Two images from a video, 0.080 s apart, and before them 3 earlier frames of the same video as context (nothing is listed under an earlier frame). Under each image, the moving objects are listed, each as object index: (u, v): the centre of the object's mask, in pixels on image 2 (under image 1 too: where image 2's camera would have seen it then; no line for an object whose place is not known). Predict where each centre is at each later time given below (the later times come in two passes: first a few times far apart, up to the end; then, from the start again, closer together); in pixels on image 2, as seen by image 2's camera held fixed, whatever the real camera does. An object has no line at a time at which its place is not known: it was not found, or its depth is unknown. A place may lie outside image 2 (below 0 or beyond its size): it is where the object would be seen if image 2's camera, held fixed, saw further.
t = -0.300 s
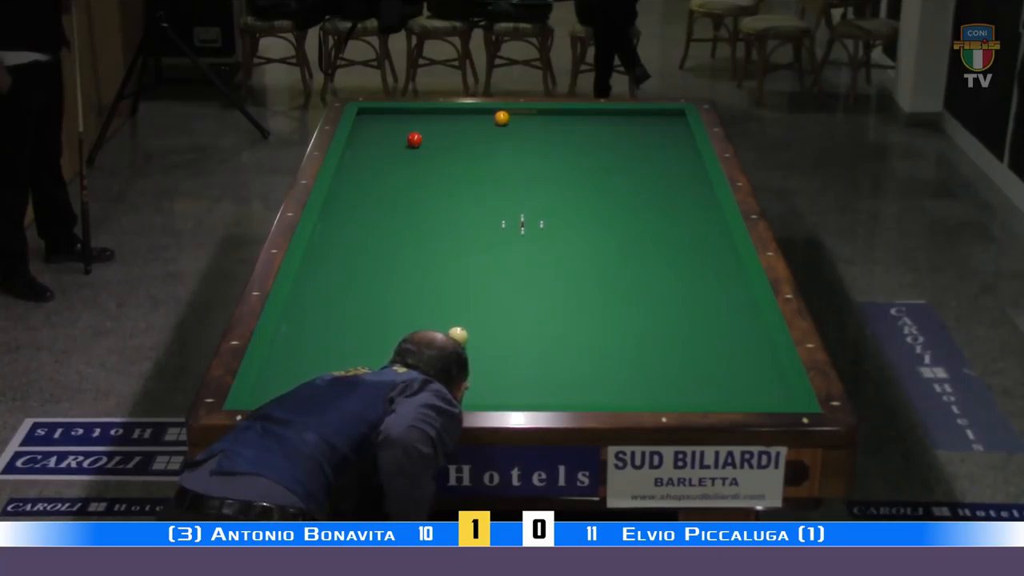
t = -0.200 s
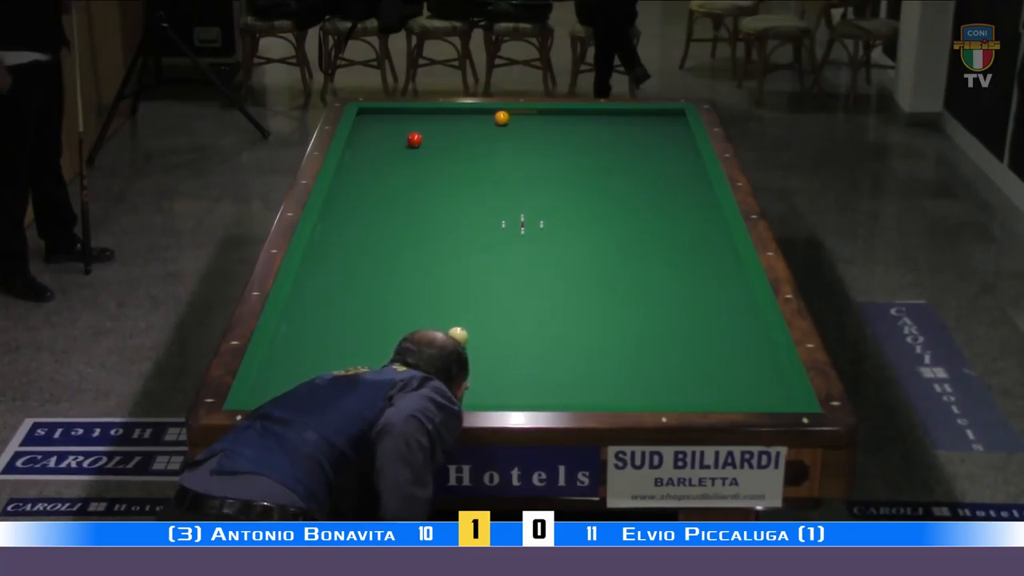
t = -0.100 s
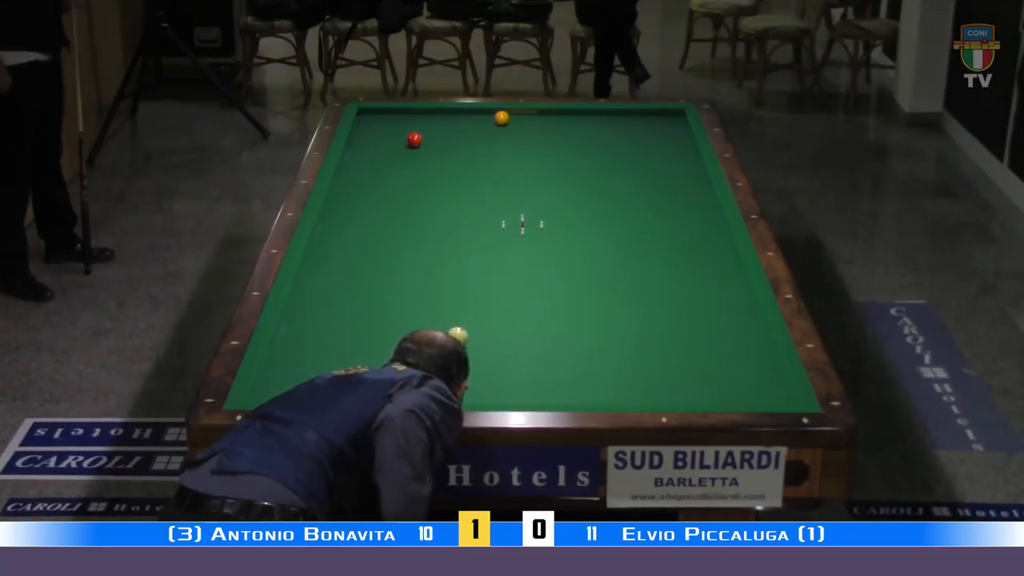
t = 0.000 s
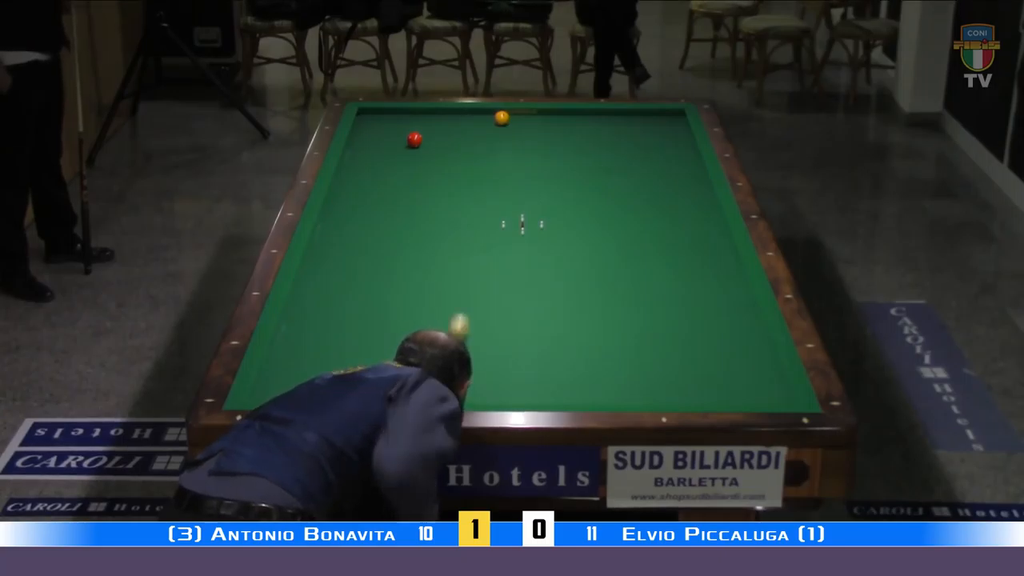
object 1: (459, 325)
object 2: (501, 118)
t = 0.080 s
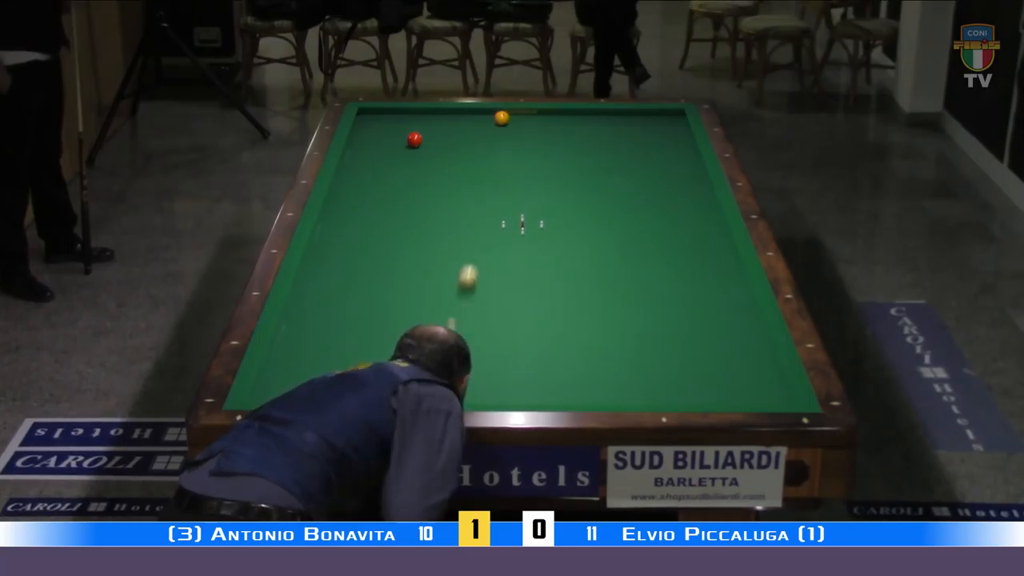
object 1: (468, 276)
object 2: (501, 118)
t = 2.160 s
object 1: (444, 114)
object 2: (663, 332)
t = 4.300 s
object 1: (578, 122)
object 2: (614, 134)
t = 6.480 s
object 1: (683, 149)
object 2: (602, 130)
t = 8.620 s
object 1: (668, 169)
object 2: (598, 133)
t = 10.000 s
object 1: (658, 174)
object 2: (598, 133)
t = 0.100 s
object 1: (470, 265)
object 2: (501, 118)
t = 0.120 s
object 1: (472, 254)
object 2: (501, 118)
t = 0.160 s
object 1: (476, 235)
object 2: (501, 118)
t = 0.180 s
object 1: (477, 225)
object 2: (501, 118)
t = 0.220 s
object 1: (481, 207)
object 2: (501, 118)
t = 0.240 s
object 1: (482, 198)
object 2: (501, 118)
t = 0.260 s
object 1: (484, 190)
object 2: (501, 118)
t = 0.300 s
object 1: (486, 175)
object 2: (501, 118)
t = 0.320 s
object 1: (488, 168)
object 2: (501, 118)
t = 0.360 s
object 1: (490, 155)
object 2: (501, 118)
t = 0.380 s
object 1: (491, 148)
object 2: (501, 118)
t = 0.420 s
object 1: (493, 136)
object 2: (501, 118)
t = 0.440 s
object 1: (494, 130)
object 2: (502, 117)
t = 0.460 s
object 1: (495, 124)
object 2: (503, 117)
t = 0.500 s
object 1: (489, 121)
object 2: (509, 111)
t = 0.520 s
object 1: (484, 120)
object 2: (513, 112)
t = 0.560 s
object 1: (475, 119)
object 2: (517, 118)
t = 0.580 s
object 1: (471, 118)
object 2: (519, 122)
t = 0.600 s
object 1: (466, 117)
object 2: (522, 125)
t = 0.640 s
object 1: (458, 117)
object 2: (526, 132)
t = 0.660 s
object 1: (454, 116)
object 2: (528, 136)
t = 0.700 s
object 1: (446, 115)
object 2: (532, 143)
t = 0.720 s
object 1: (443, 115)
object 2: (534, 147)
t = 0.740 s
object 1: (439, 114)
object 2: (537, 151)
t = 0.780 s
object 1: (432, 114)
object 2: (541, 158)
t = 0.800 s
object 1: (429, 114)
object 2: (543, 162)
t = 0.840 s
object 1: (422, 113)
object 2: (548, 169)
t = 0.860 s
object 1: (419, 113)
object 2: (550, 173)
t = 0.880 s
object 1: (416, 113)
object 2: (552, 177)
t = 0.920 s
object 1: (409, 112)
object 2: (557, 184)
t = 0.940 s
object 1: (406, 112)
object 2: (559, 188)
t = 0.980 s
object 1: (399, 111)
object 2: (563, 195)
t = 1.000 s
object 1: (396, 111)
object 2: (565, 199)
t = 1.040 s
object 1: (389, 110)
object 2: (570, 206)
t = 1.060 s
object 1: (387, 110)
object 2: (572, 210)
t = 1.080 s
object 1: (383, 110)
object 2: (574, 214)
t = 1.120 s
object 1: (377, 110)
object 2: (578, 221)
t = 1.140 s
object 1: (374, 110)
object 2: (581, 225)
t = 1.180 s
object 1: (368, 111)
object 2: (585, 233)
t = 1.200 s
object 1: (365, 111)
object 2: (588, 238)
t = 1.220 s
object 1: (365, 111)
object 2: (590, 242)
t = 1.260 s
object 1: (369, 111)
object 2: (595, 250)
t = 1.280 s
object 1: (371, 111)
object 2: (598, 255)
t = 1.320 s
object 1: (375, 111)
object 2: (603, 264)
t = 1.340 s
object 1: (376, 111)
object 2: (605, 268)
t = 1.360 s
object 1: (378, 112)
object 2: (608, 273)
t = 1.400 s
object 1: (381, 112)
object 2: (613, 282)
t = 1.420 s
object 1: (383, 112)
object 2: (616, 287)
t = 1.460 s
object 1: (386, 112)
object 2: (622, 296)
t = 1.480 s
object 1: (387, 112)
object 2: (625, 302)
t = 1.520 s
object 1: (391, 112)
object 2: (631, 312)
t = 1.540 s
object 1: (392, 112)
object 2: (634, 318)
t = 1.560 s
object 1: (394, 112)
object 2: (637, 323)
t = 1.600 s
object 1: (397, 112)
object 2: (644, 334)
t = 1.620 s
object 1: (399, 112)
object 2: (647, 340)
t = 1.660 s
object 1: (402, 113)
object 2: (654, 351)
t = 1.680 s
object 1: (403, 113)
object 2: (657, 358)
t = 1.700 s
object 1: (405, 113)
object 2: (661, 364)
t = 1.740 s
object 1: (408, 113)
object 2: (668, 376)
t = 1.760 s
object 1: (410, 113)
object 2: (672, 383)
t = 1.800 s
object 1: (413, 113)
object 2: (679, 394)
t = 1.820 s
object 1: (414, 113)
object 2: (683, 398)
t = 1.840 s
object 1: (416, 114)
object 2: (683, 397)
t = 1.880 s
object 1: (419, 114)
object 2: (680, 390)
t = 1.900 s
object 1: (420, 114)
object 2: (679, 385)
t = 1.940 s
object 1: (423, 114)
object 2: (676, 374)
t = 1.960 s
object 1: (425, 114)
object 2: (674, 370)
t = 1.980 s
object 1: (426, 114)
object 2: (673, 366)
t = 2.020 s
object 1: (429, 114)
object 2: (670, 357)
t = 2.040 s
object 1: (431, 114)
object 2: (669, 353)
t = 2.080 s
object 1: (435, 114)
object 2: (667, 346)
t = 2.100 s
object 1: (437, 114)
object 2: (666, 342)
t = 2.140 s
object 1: (441, 114)
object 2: (664, 336)
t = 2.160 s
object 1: (444, 114)
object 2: (663, 332)
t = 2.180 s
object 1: (446, 114)
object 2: (662, 329)
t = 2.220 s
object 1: (439, 116)
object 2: (661, 323)
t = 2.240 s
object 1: (441, 116)
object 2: (660, 321)
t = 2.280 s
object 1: (454, 113)
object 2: (659, 316)
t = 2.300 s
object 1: (455, 113)
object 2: (659, 313)
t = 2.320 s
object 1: (456, 114)
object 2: (658, 310)
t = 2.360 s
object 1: (457, 114)
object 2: (656, 306)
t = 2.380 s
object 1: (458, 115)
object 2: (656, 303)
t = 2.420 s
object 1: (459, 115)
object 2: (654, 298)
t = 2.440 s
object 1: (460, 115)
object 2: (654, 295)
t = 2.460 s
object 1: (462, 116)
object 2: (653, 293)
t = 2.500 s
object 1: (465, 116)
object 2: (652, 288)
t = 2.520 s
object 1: (466, 116)
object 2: (651, 285)
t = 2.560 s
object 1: (469, 116)
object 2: (650, 281)
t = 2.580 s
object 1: (470, 116)
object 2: (650, 278)
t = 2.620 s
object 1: (473, 116)
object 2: (649, 274)
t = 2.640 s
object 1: (474, 117)
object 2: (648, 272)
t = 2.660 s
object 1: (476, 116)
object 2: (648, 269)
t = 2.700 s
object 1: (478, 117)
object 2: (646, 265)
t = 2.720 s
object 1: (480, 117)
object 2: (646, 263)
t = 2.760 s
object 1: (483, 117)
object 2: (645, 259)
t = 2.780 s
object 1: (484, 117)
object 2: (644, 256)
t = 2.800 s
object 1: (485, 117)
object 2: (644, 254)
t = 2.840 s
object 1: (488, 117)
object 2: (643, 250)
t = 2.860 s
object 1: (490, 117)
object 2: (642, 248)
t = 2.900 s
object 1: (492, 117)
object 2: (642, 244)
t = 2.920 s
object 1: (494, 117)
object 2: (641, 242)
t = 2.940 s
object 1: (495, 118)
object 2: (641, 240)
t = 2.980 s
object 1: (498, 118)
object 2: (639, 236)
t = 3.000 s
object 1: (499, 118)
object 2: (639, 234)
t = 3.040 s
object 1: (502, 118)
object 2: (638, 230)
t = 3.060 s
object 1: (503, 118)
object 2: (637, 228)
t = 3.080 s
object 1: (504, 118)
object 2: (637, 227)
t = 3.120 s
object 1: (507, 118)
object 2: (636, 223)
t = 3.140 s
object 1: (508, 118)
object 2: (636, 221)
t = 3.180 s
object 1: (511, 119)
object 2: (634, 217)
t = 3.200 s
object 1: (512, 119)
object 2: (634, 215)
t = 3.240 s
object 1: (515, 119)
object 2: (633, 212)
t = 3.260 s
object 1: (516, 119)
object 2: (632, 210)
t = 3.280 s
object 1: (517, 119)
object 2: (632, 208)
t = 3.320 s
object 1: (520, 119)
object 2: (631, 205)
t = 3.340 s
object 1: (521, 119)
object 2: (631, 203)
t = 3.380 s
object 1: (524, 119)
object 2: (630, 200)
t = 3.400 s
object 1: (525, 119)
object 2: (629, 198)
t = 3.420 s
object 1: (526, 119)
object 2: (629, 196)
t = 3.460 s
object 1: (529, 119)
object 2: (628, 193)
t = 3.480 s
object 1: (530, 120)
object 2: (628, 192)
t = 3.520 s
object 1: (532, 120)
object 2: (627, 188)
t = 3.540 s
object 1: (534, 120)
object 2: (627, 187)
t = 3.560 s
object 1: (535, 120)
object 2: (626, 185)
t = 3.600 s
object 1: (537, 120)
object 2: (626, 182)
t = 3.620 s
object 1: (538, 120)
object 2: (625, 181)
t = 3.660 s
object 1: (541, 120)
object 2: (625, 177)
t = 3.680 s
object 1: (542, 120)
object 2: (624, 176)
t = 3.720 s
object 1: (545, 120)
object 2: (623, 173)
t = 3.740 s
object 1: (546, 120)
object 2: (623, 172)
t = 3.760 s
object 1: (547, 120)
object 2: (623, 170)
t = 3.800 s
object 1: (549, 121)
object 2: (622, 167)
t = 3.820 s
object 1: (551, 120)
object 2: (622, 166)
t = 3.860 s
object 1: (553, 121)
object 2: (621, 163)
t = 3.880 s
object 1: (554, 121)
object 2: (621, 162)
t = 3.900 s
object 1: (555, 121)
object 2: (620, 160)
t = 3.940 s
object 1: (558, 121)
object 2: (620, 157)
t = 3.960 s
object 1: (559, 121)
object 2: (619, 156)
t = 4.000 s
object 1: (561, 121)
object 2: (619, 154)
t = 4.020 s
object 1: (562, 121)
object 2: (619, 152)
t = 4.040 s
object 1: (563, 121)
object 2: (618, 151)
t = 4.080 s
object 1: (565, 121)
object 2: (618, 148)
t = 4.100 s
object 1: (567, 121)
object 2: (617, 147)
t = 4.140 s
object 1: (569, 122)
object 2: (617, 145)
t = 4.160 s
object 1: (570, 122)
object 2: (616, 143)
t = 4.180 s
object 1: (571, 122)
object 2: (616, 142)
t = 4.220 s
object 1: (573, 122)
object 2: (615, 139)
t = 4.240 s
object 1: (575, 122)
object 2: (615, 138)
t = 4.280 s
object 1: (577, 122)
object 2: (614, 136)
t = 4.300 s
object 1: (578, 122)
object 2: (614, 134)
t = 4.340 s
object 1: (580, 122)
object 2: (613, 132)
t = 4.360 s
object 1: (581, 122)
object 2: (613, 131)
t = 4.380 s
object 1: (582, 122)
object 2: (613, 129)
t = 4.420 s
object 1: (584, 122)
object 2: (612, 127)
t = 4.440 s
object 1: (585, 123)
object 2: (612, 126)
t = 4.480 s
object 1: (587, 123)
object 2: (611, 124)
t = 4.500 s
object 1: (589, 123)
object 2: (611, 123)
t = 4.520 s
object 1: (590, 123)
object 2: (611, 122)
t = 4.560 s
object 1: (592, 123)
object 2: (610, 119)
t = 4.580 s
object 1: (592, 123)
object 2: (610, 118)
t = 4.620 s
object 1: (594, 123)
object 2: (609, 116)
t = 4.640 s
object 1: (595, 123)
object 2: (609, 115)
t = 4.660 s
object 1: (596, 123)
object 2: (609, 114)
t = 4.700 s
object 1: (599, 123)
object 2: (608, 111)
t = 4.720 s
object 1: (600, 123)
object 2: (608, 111)
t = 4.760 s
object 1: (601, 124)
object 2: (608, 112)
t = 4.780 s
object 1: (602, 124)
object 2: (609, 113)
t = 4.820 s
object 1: (605, 124)
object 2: (609, 113)
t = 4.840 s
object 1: (606, 124)
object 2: (609, 114)
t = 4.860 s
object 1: (607, 124)
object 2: (609, 114)
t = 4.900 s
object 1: (609, 124)
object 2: (609, 114)
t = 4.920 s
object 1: (610, 124)
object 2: (608, 115)
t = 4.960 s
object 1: (612, 124)
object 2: (608, 115)
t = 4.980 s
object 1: (613, 124)
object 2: (607, 116)
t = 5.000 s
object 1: (614, 125)
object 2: (607, 117)
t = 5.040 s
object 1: (616, 126)
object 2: (607, 118)
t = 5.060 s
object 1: (617, 126)
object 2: (607, 119)
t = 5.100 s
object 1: (619, 127)
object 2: (607, 120)
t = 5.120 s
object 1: (620, 127)
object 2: (608, 120)
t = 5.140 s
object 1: (621, 128)
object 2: (607, 121)
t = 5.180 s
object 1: (623, 128)
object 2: (607, 121)
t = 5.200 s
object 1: (624, 129)
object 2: (607, 121)
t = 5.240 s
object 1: (626, 129)
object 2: (607, 122)
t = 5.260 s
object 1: (627, 130)
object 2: (607, 122)
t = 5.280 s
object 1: (628, 130)
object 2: (607, 122)
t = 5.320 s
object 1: (630, 131)
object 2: (607, 122)
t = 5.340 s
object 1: (631, 131)
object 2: (606, 123)
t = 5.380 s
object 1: (633, 132)
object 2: (606, 123)
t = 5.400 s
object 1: (634, 132)
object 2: (606, 123)
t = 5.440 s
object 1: (636, 133)
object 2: (606, 123)
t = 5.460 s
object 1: (636, 133)
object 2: (606, 123)
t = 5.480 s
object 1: (638, 133)
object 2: (606, 123)
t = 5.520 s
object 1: (640, 134)
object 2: (606, 124)
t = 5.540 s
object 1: (641, 134)
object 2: (605, 124)
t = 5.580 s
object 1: (642, 135)
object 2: (605, 124)
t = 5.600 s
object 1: (643, 135)
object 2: (605, 124)
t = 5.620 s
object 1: (644, 136)
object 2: (605, 124)
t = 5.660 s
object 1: (646, 136)
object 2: (605, 125)
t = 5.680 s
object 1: (647, 137)
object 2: (605, 125)
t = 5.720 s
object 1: (649, 137)
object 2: (605, 125)
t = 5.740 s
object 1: (650, 138)
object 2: (605, 125)
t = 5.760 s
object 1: (651, 138)
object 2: (605, 125)
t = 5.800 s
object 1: (653, 139)
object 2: (604, 126)
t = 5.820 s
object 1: (654, 139)
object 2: (604, 126)
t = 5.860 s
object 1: (655, 140)
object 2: (604, 126)
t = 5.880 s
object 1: (657, 140)
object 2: (604, 126)
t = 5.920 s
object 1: (658, 141)
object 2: (604, 127)
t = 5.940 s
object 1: (659, 141)
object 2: (604, 127)
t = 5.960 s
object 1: (660, 141)
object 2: (604, 127)
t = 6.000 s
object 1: (662, 142)
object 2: (603, 127)
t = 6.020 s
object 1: (663, 142)
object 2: (603, 127)
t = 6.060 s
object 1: (665, 143)
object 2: (603, 128)
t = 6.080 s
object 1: (666, 143)
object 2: (603, 128)
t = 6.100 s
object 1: (667, 143)
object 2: (603, 128)
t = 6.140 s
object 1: (669, 144)
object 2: (603, 128)
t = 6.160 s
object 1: (669, 144)
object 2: (603, 128)
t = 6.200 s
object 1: (671, 145)
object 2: (602, 128)
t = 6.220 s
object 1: (672, 145)
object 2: (602, 128)
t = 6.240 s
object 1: (673, 146)
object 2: (602, 128)
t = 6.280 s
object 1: (675, 146)
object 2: (602, 129)
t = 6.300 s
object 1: (676, 146)
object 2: (602, 129)
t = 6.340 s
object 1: (677, 147)
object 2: (602, 129)
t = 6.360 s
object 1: (678, 147)
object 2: (602, 129)
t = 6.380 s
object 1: (679, 148)
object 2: (602, 129)
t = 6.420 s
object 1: (681, 148)
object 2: (602, 129)
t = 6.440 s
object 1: (682, 149)
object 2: (602, 129)
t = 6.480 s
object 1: (683, 149)
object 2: (602, 130)
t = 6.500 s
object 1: (684, 149)
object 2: (602, 130)
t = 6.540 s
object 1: (686, 150)
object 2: (601, 130)
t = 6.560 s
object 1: (687, 150)
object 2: (601, 130)
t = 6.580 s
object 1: (688, 151)
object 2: (601, 130)
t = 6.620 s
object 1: (690, 151)
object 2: (601, 130)
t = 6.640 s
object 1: (691, 152)
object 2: (601, 130)
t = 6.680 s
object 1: (692, 152)
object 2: (601, 130)
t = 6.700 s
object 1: (692, 152)
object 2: (601, 130)
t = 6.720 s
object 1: (692, 153)
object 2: (601, 131)
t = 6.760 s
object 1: (692, 153)
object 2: (601, 131)
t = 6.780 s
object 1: (691, 153)
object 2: (601, 131)
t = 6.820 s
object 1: (691, 154)
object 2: (600, 131)
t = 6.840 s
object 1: (691, 154)
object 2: (600, 131)
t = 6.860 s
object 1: (690, 154)
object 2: (600, 131)
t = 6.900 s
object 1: (690, 155)
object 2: (600, 131)
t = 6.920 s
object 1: (690, 155)
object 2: (600, 131)
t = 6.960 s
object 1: (689, 155)
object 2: (600, 132)
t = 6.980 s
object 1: (689, 156)
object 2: (600, 132)
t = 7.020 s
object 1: (688, 156)
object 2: (600, 132)
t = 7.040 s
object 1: (688, 156)
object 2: (600, 132)
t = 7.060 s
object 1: (687, 156)
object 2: (600, 132)
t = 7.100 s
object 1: (687, 157)
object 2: (600, 132)
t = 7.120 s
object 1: (686, 157)
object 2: (599, 132)
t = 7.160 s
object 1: (686, 157)
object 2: (599, 132)
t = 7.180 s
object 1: (685, 157)
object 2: (599, 132)
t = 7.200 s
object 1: (685, 158)
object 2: (599, 132)
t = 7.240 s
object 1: (684, 158)
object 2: (599, 132)
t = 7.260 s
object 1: (684, 158)
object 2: (599, 132)
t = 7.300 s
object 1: (683, 159)
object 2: (599, 132)
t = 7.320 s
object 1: (683, 159)
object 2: (599, 132)
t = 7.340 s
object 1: (683, 159)
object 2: (599, 132)
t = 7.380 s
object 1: (682, 159)
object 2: (599, 133)
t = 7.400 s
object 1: (682, 159)
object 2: (599, 133)
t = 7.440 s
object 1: (682, 160)
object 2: (599, 133)
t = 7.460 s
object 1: (681, 160)
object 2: (599, 133)
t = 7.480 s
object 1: (681, 160)
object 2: (599, 133)
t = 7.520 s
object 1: (681, 161)
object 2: (599, 133)
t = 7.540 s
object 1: (681, 161)
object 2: (599, 133)
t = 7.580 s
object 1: (680, 161)
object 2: (598, 133)
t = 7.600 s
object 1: (680, 161)
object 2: (599, 133)
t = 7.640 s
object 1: (680, 162)
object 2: (599, 133)
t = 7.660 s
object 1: (679, 162)
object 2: (599, 133)
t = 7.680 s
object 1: (679, 162)
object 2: (599, 133)
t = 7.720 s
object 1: (678, 162)
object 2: (599, 133)
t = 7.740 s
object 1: (678, 163)
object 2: (599, 133)
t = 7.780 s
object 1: (677, 163)
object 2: (598, 133)
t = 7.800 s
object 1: (677, 163)
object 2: (598, 133)
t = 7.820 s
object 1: (677, 163)
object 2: (598, 133)
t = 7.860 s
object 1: (676, 164)
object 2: (598, 133)
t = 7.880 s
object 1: (676, 164)
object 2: (598, 133)
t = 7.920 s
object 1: (676, 164)
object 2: (598, 133)
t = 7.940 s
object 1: (675, 164)
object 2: (598, 133)
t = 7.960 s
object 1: (675, 165)
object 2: (598, 133)
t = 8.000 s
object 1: (675, 165)
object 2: (598, 133)
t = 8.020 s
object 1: (674, 165)
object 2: (598, 133)
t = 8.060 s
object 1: (674, 166)
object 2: (598, 133)
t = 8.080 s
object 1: (674, 166)
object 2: (598, 133)
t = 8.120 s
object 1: (673, 166)
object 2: (598, 133)
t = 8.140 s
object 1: (673, 166)
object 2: (598, 133)
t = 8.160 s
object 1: (672, 166)
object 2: (598, 133)
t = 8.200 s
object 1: (672, 166)
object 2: (598, 133)
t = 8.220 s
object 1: (672, 166)
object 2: (598, 133)
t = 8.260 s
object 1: (671, 167)
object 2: (598, 133)
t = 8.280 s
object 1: (671, 167)
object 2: (598, 133)
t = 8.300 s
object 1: (671, 167)
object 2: (598, 133)
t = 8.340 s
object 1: (670, 167)
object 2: (598, 133)
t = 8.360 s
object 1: (670, 167)
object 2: (598, 133)
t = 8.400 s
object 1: (670, 167)
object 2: (598, 133)
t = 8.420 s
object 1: (669, 168)
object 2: (598, 133)
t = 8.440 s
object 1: (669, 168)
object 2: (598, 133)
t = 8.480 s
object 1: (669, 168)
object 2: (598, 133)
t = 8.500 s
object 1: (669, 168)
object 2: (598, 133)
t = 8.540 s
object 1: (668, 168)
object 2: (598, 133)
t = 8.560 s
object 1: (668, 169)
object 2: (598, 133)
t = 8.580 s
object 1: (668, 169)
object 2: (598, 133)
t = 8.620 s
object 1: (668, 169)
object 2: (598, 133)
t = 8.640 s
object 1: (667, 169)
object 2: (598, 133)
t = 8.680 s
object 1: (667, 169)
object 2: (598, 133)
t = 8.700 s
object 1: (667, 169)
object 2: (598, 133)
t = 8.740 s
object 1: (666, 170)
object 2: (598, 133)
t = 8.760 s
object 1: (666, 170)
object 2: (598, 133)
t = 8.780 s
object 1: (666, 170)
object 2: (598, 133)
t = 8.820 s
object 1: (666, 170)
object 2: (598, 133)
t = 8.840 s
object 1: (665, 170)
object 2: (598, 133)
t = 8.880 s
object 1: (665, 170)
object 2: (598, 133)
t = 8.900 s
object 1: (665, 170)
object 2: (598, 133)
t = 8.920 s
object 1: (665, 171)
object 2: (598, 133)
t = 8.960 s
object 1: (664, 171)
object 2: (598, 133)
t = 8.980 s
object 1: (664, 171)
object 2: (598, 133)
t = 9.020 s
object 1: (664, 171)
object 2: (598, 133)
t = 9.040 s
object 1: (664, 171)
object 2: (598, 133)
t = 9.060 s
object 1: (664, 171)
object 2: (598, 133)
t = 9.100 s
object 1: (663, 171)
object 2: (598, 133)
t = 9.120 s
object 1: (663, 171)
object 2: (598, 133)
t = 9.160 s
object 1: (663, 172)
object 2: (598, 133)
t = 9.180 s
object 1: (663, 172)
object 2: (598, 133)
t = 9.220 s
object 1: (662, 172)
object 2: (598, 133)
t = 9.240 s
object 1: (662, 172)
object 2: (598, 133)
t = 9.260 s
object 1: (662, 172)
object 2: (598, 133)
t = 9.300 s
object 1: (662, 172)
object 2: (598, 133)
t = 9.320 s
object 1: (661, 172)
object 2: (598, 133)
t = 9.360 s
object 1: (661, 173)
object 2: (598, 133)
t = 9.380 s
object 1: (661, 173)
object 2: (598, 133)
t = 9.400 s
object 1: (661, 173)
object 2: (598, 133)
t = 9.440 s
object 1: (661, 173)
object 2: (598, 133)
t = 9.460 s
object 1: (661, 173)
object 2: (598, 133)
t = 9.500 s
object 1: (660, 173)
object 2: (598, 133)
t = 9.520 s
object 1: (660, 173)
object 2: (598, 133)
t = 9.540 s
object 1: (660, 173)
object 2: (598, 133)
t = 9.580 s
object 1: (660, 173)
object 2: (598, 133)
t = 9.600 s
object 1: (659, 173)
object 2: (598, 133)
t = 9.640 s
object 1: (659, 174)
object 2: (598, 133)
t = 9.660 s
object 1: (659, 174)
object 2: (598, 133)
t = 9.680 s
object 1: (659, 174)
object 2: (598, 133)
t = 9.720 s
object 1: (659, 174)
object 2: (598, 133)
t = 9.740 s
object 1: (659, 174)
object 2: (598, 133)
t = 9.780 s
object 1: (658, 174)
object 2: (598, 133)
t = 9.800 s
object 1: (658, 174)
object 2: (598, 133)
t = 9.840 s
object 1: (658, 174)
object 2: (598, 133)
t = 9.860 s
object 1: (658, 174)
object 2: (598, 133)
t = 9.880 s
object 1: (658, 174)
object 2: (598, 133)
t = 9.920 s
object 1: (658, 174)
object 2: (598, 133)
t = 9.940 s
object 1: (658, 174)
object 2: (598, 133)
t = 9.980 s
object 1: (658, 174)
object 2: (598, 133)
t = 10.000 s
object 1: (658, 174)
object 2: (598, 133)
